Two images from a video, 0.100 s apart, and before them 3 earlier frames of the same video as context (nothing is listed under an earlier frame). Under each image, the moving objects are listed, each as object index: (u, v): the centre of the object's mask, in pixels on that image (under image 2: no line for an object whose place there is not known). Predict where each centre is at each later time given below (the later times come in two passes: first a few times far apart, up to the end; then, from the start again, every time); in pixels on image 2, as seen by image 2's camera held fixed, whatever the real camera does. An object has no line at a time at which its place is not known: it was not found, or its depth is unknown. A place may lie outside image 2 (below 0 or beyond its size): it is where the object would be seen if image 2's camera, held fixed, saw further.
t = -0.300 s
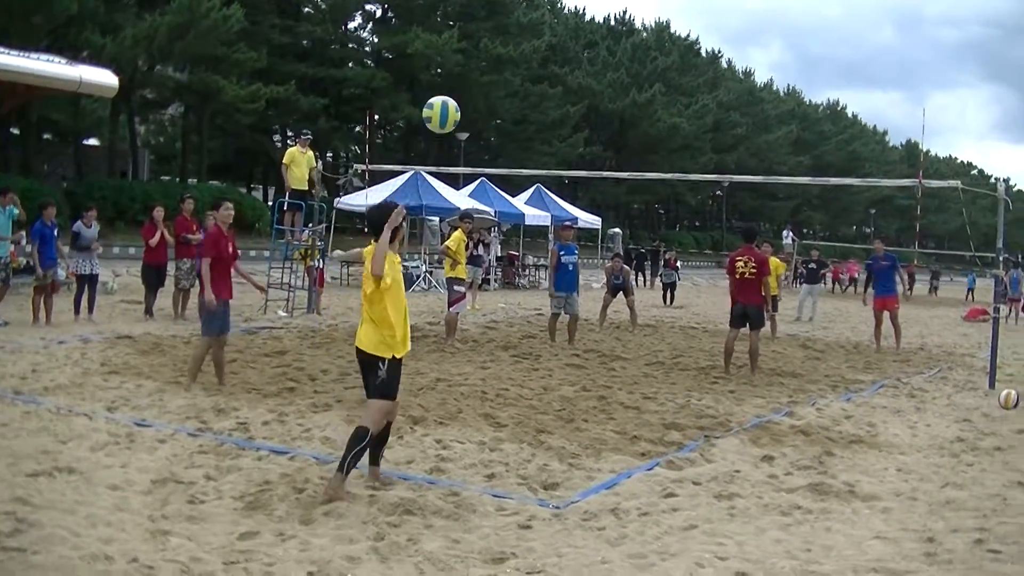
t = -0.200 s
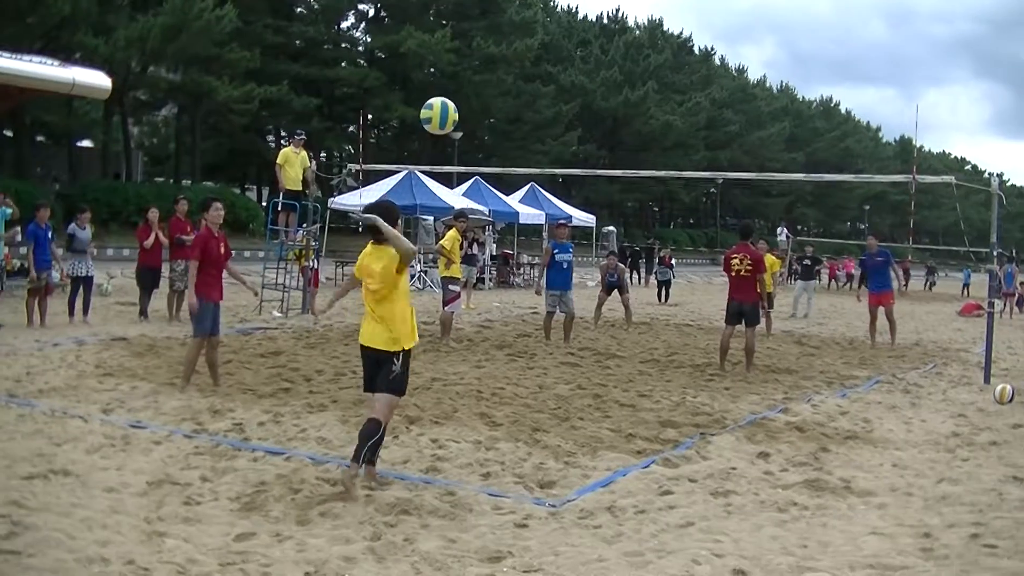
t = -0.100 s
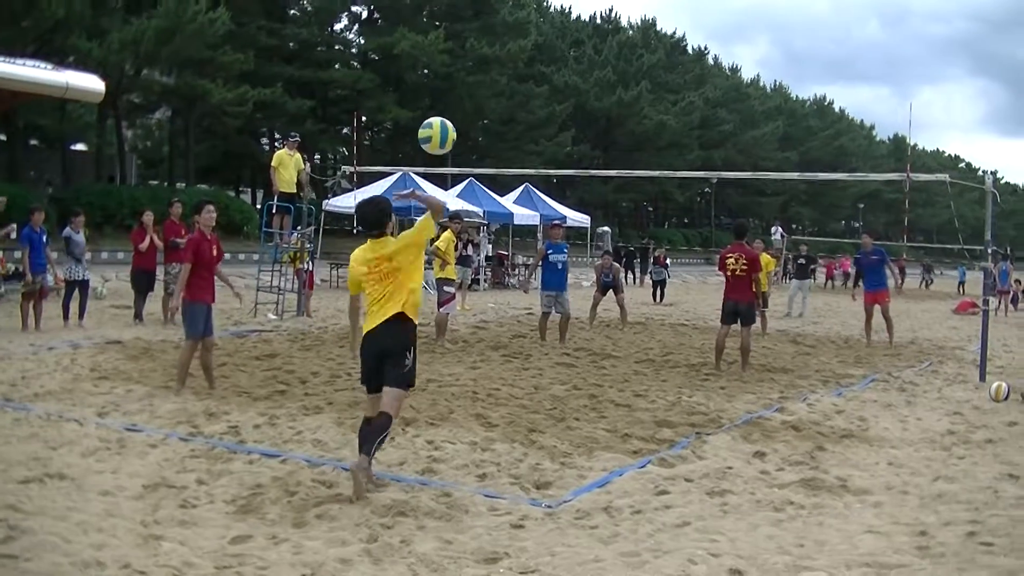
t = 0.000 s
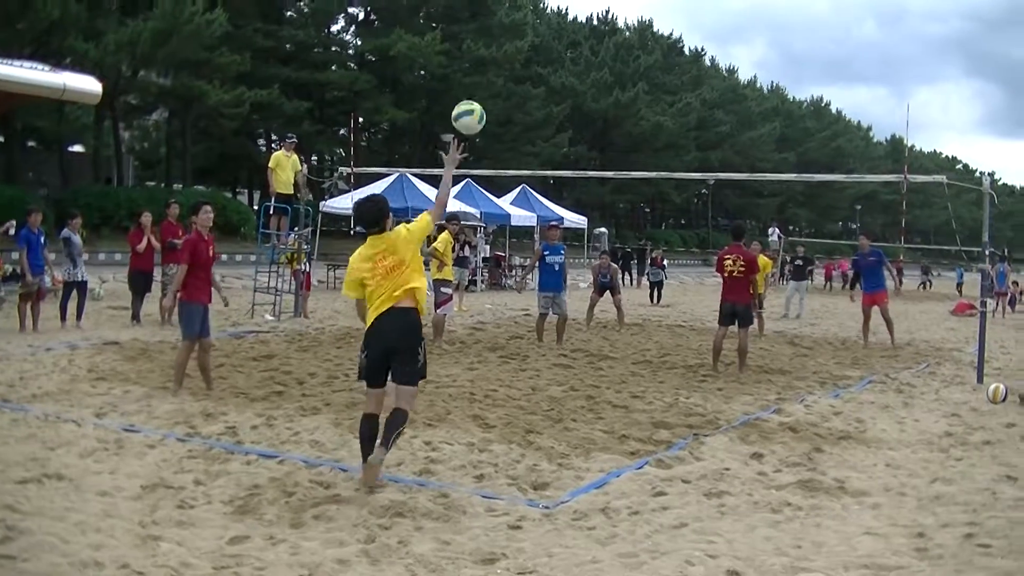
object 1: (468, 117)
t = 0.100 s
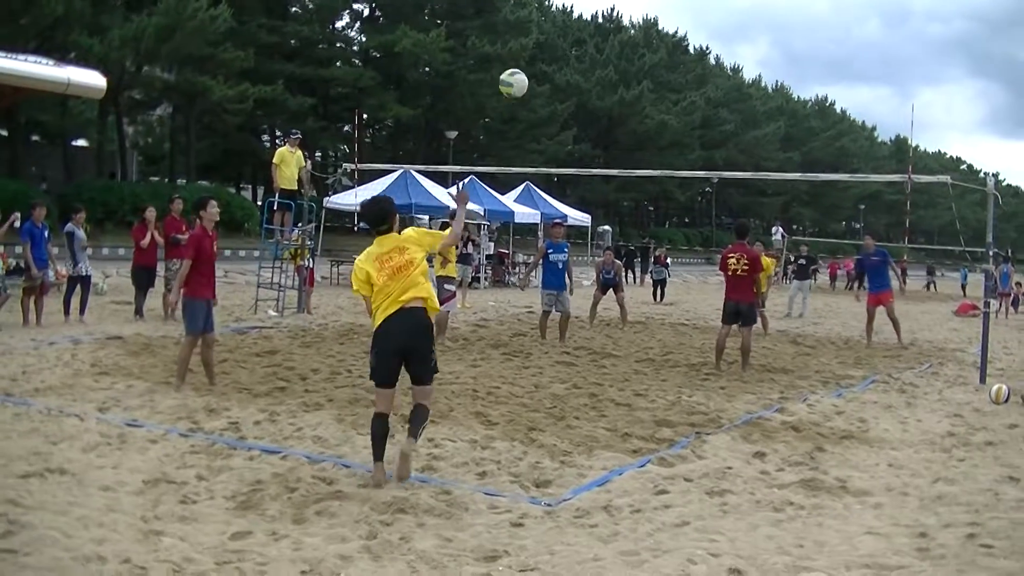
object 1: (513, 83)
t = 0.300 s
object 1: (565, 71)
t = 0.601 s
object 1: (603, 115)
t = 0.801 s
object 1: (615, 164)
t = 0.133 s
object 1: (524, 78)
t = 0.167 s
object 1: (534, 73)
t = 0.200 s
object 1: (544, 71)
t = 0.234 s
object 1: (552, 70)
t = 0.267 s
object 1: (559, 70)
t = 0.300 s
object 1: (565, 71)
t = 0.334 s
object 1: (571, 73)
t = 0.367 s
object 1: (577, 75)
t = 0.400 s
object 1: (581, 79)
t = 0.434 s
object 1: (586, 84)
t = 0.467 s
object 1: (590, 89)
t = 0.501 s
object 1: (593, 95)
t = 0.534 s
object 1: (597, 101)
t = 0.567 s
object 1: (600, 108)
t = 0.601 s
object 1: (603, 115)
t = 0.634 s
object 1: (606, 122)
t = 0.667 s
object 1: (608, 130)
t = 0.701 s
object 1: (610, 139)
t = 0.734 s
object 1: (612, 148)
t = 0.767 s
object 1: (614, 157)
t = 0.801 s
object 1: (615, 164)
